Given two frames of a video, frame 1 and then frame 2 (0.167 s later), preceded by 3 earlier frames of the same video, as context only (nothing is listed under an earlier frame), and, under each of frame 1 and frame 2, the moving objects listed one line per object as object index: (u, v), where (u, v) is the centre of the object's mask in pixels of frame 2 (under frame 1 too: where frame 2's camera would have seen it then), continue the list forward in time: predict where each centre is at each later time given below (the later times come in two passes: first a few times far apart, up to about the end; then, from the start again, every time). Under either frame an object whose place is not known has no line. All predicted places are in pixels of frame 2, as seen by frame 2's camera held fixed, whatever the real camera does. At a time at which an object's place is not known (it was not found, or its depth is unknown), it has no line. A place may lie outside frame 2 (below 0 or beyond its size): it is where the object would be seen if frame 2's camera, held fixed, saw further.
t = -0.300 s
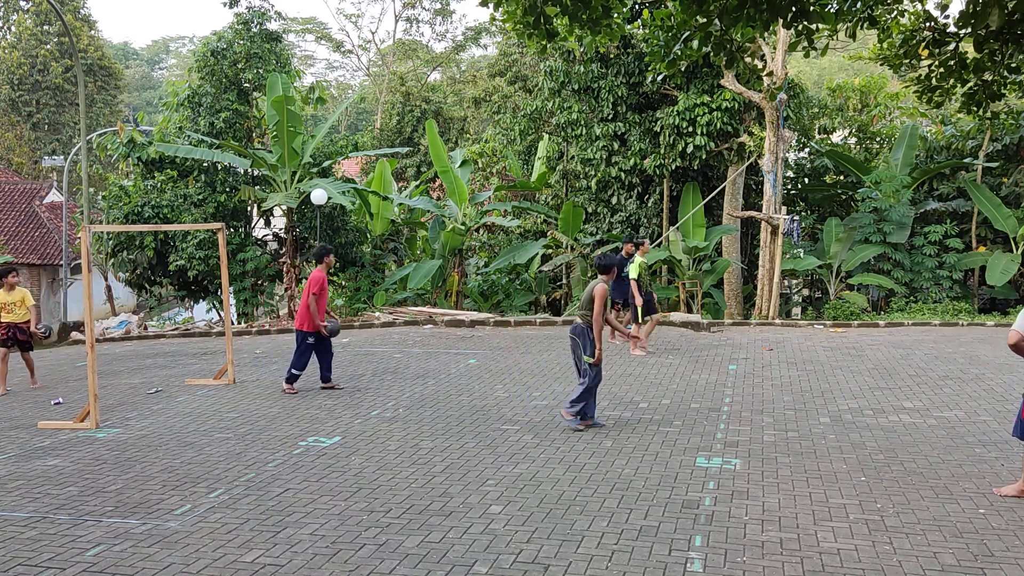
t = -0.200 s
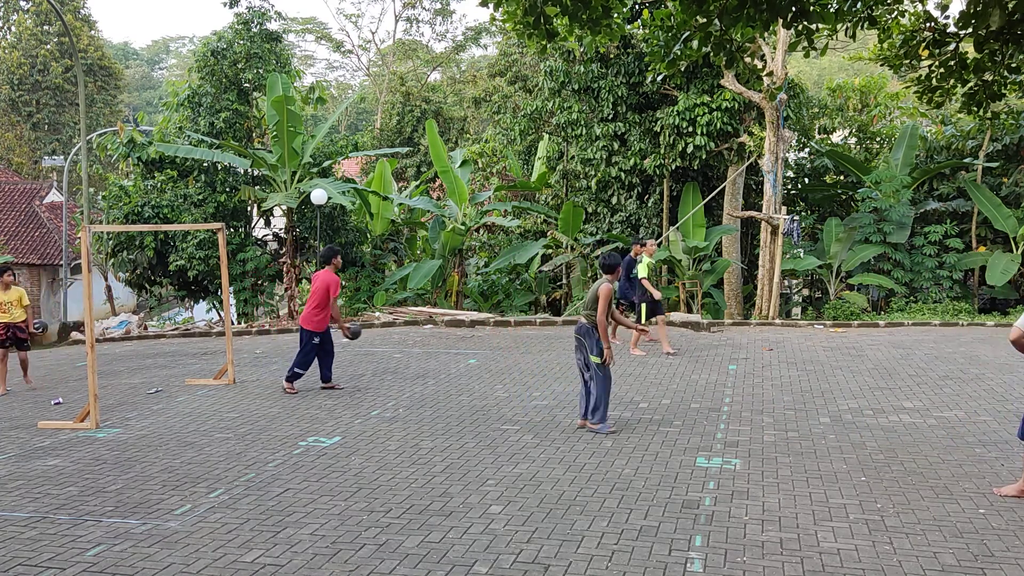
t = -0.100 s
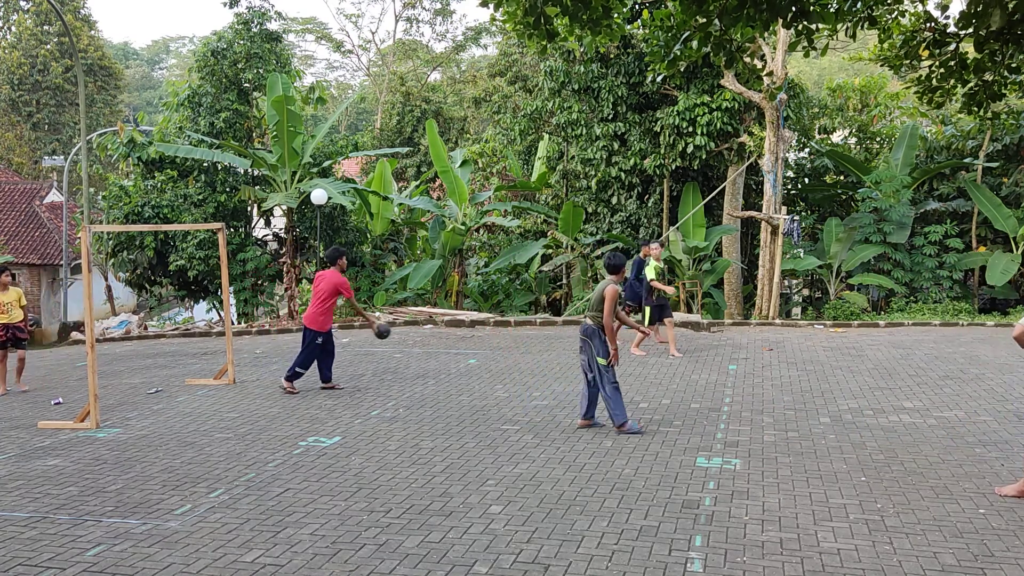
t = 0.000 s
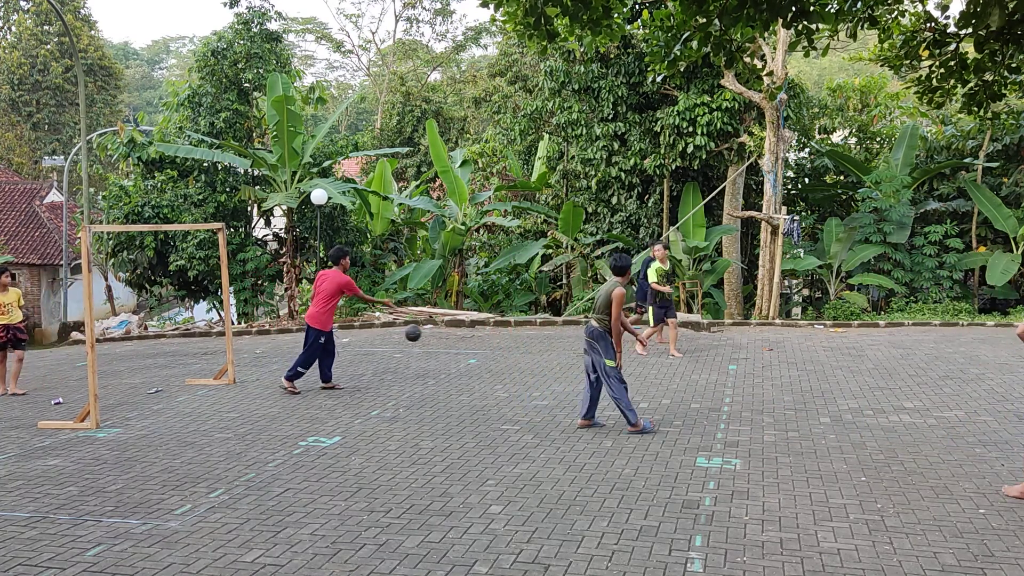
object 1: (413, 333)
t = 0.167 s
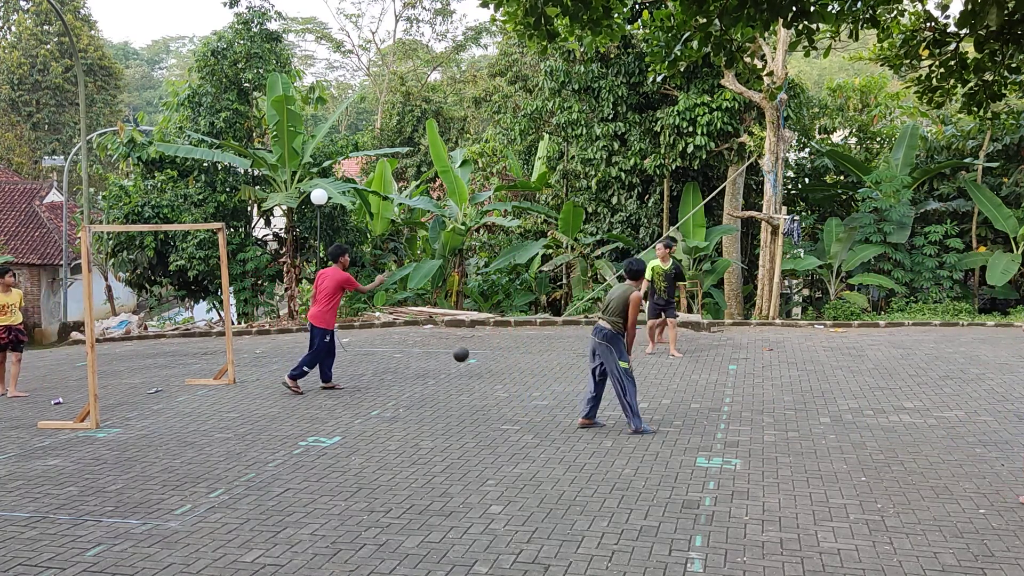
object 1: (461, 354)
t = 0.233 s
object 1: (478, 367)
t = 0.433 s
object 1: (513, 344)
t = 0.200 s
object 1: (469, 358)
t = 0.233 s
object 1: (478, 367)
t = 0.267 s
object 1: (485, 363)
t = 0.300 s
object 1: (490, 357)
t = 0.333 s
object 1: (496, 353)
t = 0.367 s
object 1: (502, 349)
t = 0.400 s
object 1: (508, 346)
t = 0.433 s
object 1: (513, 344)
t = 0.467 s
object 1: (519, 342)
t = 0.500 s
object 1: (524, 342)
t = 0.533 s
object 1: (529, 342)
